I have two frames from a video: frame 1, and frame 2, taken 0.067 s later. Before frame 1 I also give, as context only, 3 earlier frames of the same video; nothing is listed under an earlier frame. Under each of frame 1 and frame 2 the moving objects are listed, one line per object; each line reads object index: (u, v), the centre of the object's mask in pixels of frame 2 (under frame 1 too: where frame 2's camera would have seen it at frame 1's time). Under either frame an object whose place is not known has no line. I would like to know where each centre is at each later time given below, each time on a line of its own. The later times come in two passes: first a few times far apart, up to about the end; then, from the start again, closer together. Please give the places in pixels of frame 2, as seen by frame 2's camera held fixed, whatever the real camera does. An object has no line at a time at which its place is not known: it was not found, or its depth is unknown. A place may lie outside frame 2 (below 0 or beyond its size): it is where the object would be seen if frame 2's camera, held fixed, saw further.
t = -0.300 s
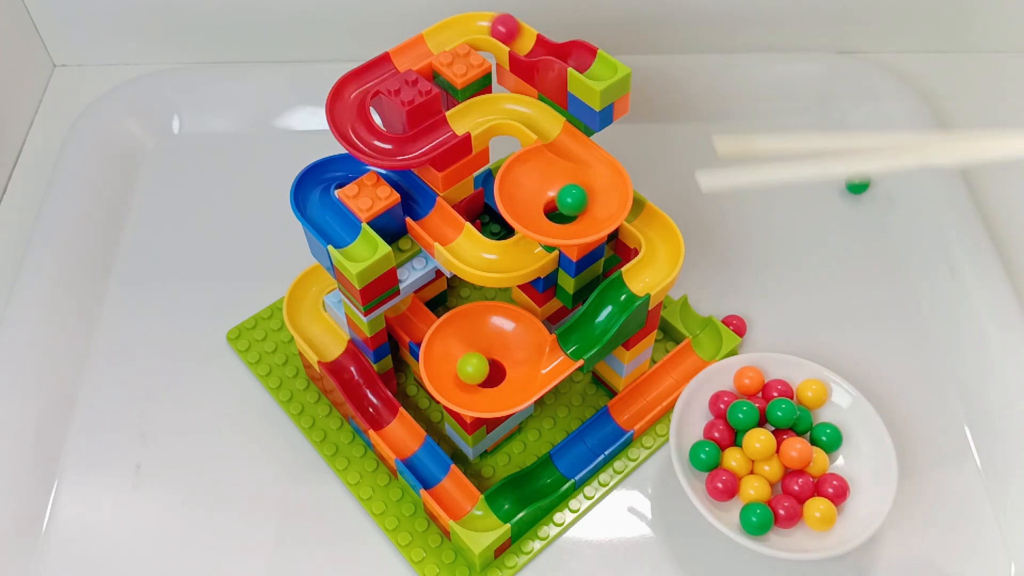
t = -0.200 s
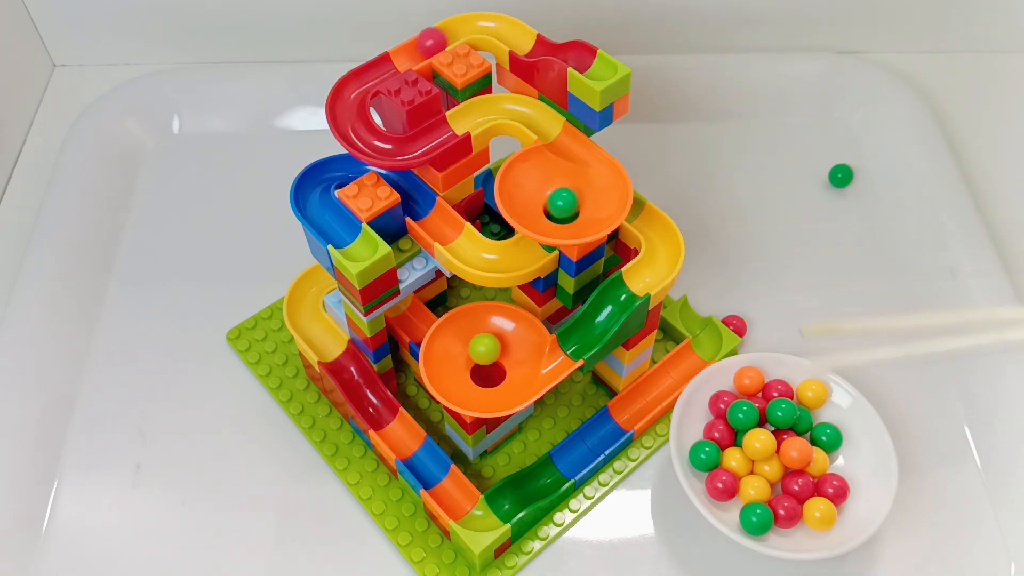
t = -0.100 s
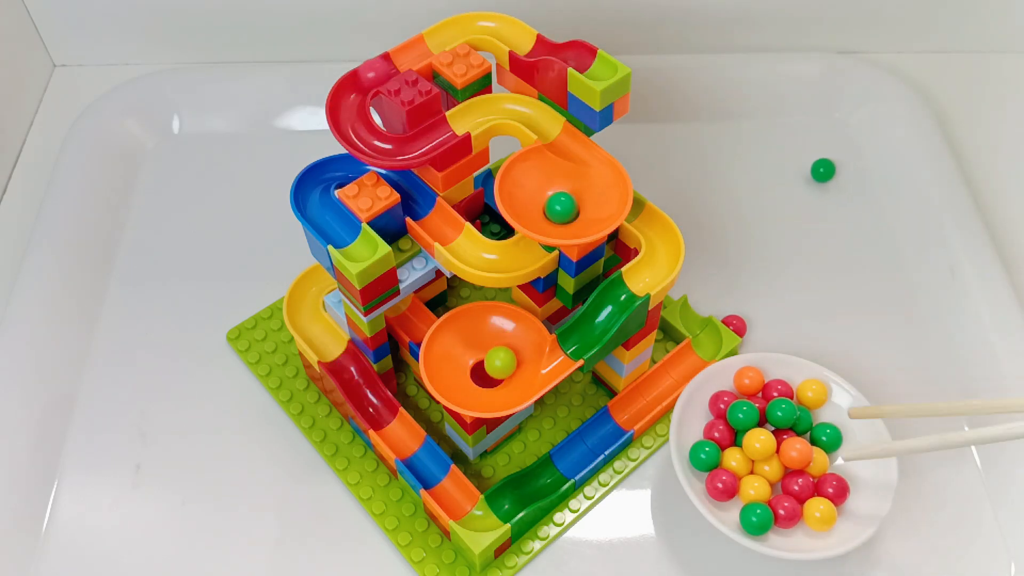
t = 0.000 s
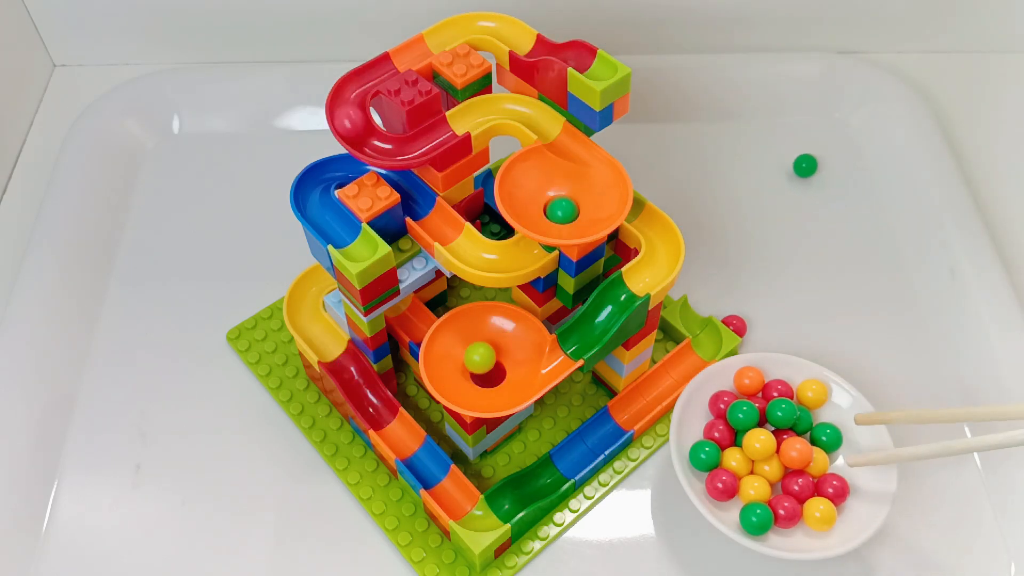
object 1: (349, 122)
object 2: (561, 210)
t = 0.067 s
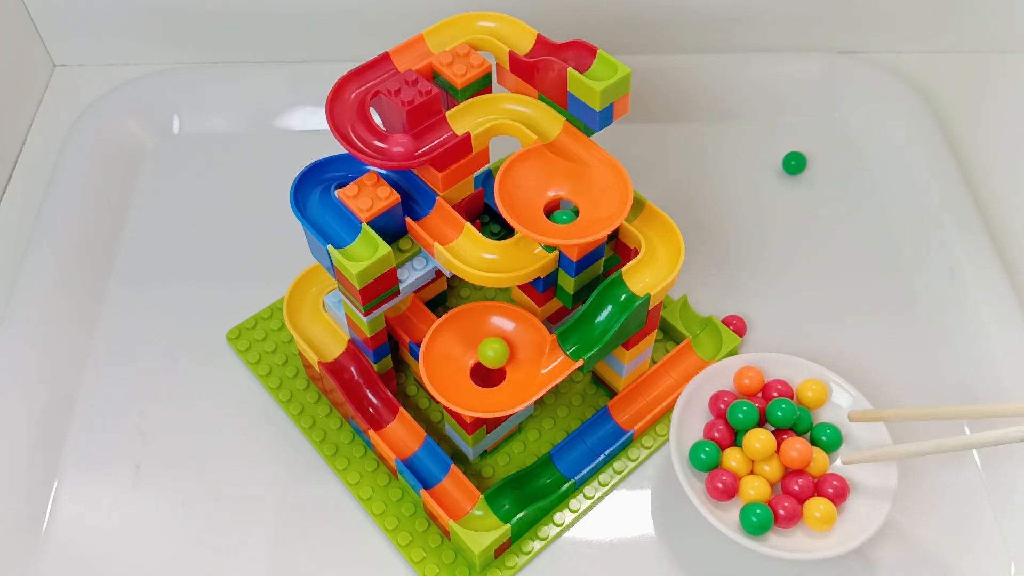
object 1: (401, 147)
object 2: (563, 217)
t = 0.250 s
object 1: (537, 117)
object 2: (645, 218)
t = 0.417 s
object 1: (596, 200)
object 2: (644, 276)
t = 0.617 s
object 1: (536, 176)
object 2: (539, 370)
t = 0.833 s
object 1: (580, 219)
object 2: (488, 319)
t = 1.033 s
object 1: (552, 171)
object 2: (470, 392)
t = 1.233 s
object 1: (570, 219)
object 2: (514, 329)
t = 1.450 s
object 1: (569, 172)
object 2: (451, 372)
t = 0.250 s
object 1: (537, 117)
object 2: (645, 218)
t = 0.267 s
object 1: (545, 124)
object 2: (651, 224)
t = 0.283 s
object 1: (554, 132)
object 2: (656, 229)
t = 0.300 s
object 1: (561, 139)
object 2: (660, 235)
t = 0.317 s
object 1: (568, 144)
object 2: (662, 242)
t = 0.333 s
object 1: (577, 150)
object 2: (663, 248)
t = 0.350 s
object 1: (585, 157)
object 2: (662, 255)
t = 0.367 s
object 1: (591, 165)
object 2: (660, 261)
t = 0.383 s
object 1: (596, 176)
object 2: (656, 266)
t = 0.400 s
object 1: (597, 189)
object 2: (650, 271)
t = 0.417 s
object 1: (596, 200)
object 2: (644, 276)
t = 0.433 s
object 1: (592, 211)
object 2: (639, 280)
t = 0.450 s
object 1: (586, 219)
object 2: (633, 284)
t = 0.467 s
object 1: (577, 223)
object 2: (627, 287)
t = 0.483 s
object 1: (568, 224)
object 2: (622, 292)
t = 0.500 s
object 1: (560, 224)
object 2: (617, 297)
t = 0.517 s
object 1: (551, 222)
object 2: (609, 305)
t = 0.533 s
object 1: (543, 219)
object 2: (601, 315)
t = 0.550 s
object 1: (536, 213)
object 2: (590, 328)
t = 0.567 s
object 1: (532, 205)
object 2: (577, 340)
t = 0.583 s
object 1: (531, 196)
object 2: (566, 348)
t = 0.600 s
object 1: (532, 186)
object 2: (552, 359)
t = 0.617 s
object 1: (536, 176)
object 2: (539, 370)
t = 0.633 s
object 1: (542, 168)
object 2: (525, 380)
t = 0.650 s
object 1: (550, 162)
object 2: (508, 389)
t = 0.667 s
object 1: (559, 158)
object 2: (492, 393)
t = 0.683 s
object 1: (568, 158)
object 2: (474, 393)
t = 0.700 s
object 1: (576, 159)
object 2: (458, 388)
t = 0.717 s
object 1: (585, 162)
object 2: (449, 379)
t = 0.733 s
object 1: (592, 168)
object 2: (443, 371)
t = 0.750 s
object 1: (597, 176)
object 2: (445, 361)
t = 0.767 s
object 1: (598, 185)
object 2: (450, 350)
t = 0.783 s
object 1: (598, 194)
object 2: (457, 339)
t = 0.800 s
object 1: (594, 204)
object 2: (465, 330)
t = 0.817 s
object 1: (588, 212)
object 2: (476, 323)
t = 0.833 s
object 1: (580, 219)
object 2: (488, 319)
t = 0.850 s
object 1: (572, 221)
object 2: (499, 319)
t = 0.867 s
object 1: (562, 222)
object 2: (509, 322)
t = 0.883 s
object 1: (553, 222)
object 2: (517, 330)
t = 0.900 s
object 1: (545, 220)
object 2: (523, 340)
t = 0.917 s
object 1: (537, 216)
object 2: (525, 351)
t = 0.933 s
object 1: (532, 211)
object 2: (524, 363)
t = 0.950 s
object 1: (529, 204)
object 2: (519, 374)
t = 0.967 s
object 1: (529, 197)
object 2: (512, 383)
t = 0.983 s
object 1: (531, 190)
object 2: (503, 390)
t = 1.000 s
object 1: (536, 183)
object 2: (492, 393)
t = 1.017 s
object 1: (544, 177)
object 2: (481, 394)
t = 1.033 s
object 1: (552, 171)
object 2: (470, 392)
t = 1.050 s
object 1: (562, 168)
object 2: (461, 388)
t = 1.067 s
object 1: (571, 166)
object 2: (454, 381)
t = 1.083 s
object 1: (580, 166)
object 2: (450, 373)
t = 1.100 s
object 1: (588, 169)
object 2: (449, 364)
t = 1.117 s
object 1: (593, 173)
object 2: (451, 354)
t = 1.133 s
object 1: (597, 180)
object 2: (457, 344)
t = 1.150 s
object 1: (599, 187)
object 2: (465, 337)
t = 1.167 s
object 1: (597, 195)
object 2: (474, 330)
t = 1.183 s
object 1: (593, 203)
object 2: (485, 326)
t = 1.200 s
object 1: (587, 211)
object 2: (495, 324)
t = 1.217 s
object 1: (579, 216)
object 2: (505, 325)
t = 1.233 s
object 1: (570, 219)
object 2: (514, 329)
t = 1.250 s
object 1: (561, 221)
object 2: (520, 336)
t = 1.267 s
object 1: (553, 220)
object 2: (524, 345)
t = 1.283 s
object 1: (544, 218)
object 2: (524, 354)
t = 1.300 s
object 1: (537, 215)
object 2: (522, 364)
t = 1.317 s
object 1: (532, 210)
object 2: (517, 374)
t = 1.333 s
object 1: (529, 205)
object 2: (509, 381)
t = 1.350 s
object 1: (530, 198)
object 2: (500, 387)
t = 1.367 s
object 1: (532, 192)
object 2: (490, 390)
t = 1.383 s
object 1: (536, 187)
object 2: (480, 391)
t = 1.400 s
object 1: (543, 182)
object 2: (470, 389)
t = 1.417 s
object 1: (551, 177)
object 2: (461, 385)
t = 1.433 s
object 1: (560, 174)
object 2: (455, 379)
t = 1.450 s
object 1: (569, 172)
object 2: (451, 372)
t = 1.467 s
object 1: (578, 172)
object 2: (450, 365)
